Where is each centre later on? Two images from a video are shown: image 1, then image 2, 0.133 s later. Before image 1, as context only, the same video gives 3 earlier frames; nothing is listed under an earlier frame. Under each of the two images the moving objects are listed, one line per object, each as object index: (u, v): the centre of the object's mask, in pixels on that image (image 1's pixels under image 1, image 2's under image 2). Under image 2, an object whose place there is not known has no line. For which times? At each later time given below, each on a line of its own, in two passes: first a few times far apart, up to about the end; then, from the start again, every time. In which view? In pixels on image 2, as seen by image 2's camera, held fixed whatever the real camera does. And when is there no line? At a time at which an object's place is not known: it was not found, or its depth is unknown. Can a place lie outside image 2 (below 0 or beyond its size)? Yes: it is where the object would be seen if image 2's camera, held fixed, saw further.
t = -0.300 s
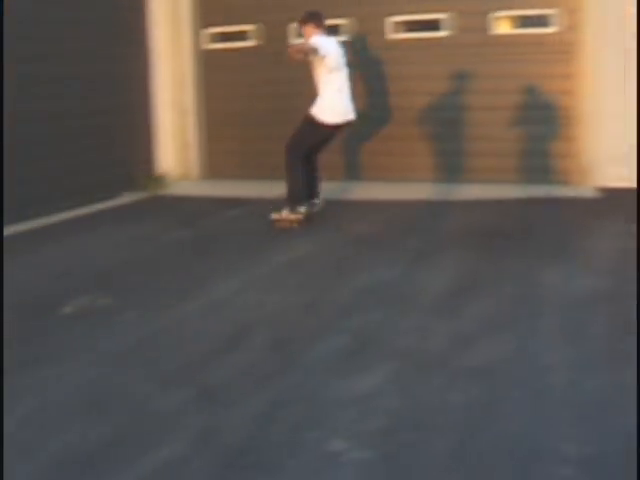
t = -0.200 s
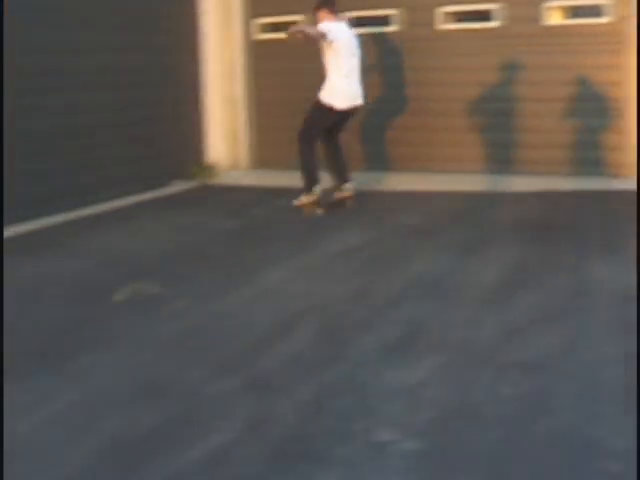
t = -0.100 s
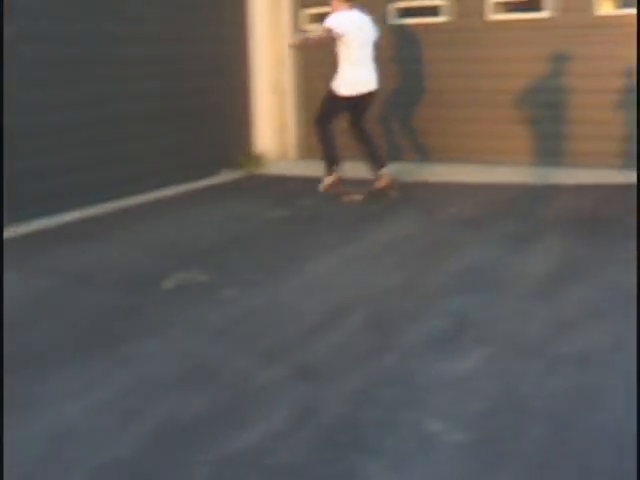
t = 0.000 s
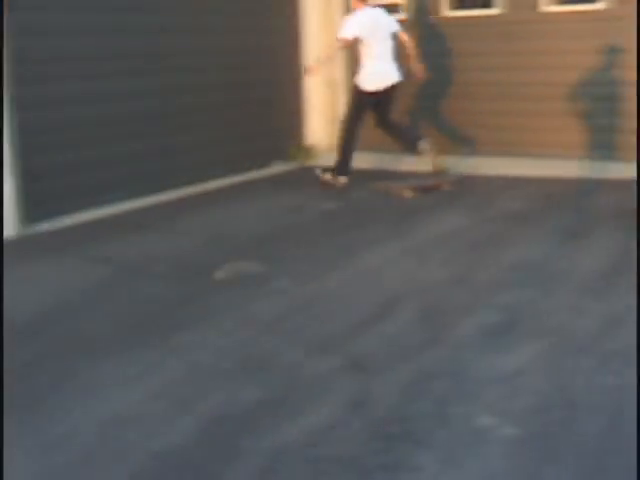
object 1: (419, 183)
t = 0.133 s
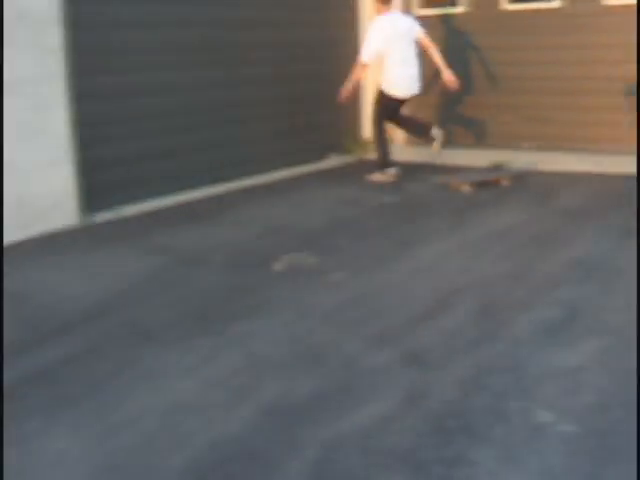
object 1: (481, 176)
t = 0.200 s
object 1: (477, 176)
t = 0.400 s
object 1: (476, 177)
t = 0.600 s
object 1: (483, 175)
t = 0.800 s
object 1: (482, 175)
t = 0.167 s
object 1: (477, 176)
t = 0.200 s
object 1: (477, 176)
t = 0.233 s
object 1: (477, 176)
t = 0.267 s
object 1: (476, 176)
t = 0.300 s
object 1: (476, 176)
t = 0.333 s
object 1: (477, 176)
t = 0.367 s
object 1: (478, 176)
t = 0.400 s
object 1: (476, 177)
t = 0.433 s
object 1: (478, 176)
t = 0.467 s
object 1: (483, 176)
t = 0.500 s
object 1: (483, 176)
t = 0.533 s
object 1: (481, 175)
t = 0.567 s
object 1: (480, 175)
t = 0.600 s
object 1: (483, 175)
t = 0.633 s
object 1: (481, 176)
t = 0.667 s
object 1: (482, 175)
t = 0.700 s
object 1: (482, 175)
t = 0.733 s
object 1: (482, 175)
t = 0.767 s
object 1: (482, 175)
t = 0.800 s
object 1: (482, 175)
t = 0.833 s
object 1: (485, 174)
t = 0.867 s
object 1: (483, 174)
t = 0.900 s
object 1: (482, 175)
